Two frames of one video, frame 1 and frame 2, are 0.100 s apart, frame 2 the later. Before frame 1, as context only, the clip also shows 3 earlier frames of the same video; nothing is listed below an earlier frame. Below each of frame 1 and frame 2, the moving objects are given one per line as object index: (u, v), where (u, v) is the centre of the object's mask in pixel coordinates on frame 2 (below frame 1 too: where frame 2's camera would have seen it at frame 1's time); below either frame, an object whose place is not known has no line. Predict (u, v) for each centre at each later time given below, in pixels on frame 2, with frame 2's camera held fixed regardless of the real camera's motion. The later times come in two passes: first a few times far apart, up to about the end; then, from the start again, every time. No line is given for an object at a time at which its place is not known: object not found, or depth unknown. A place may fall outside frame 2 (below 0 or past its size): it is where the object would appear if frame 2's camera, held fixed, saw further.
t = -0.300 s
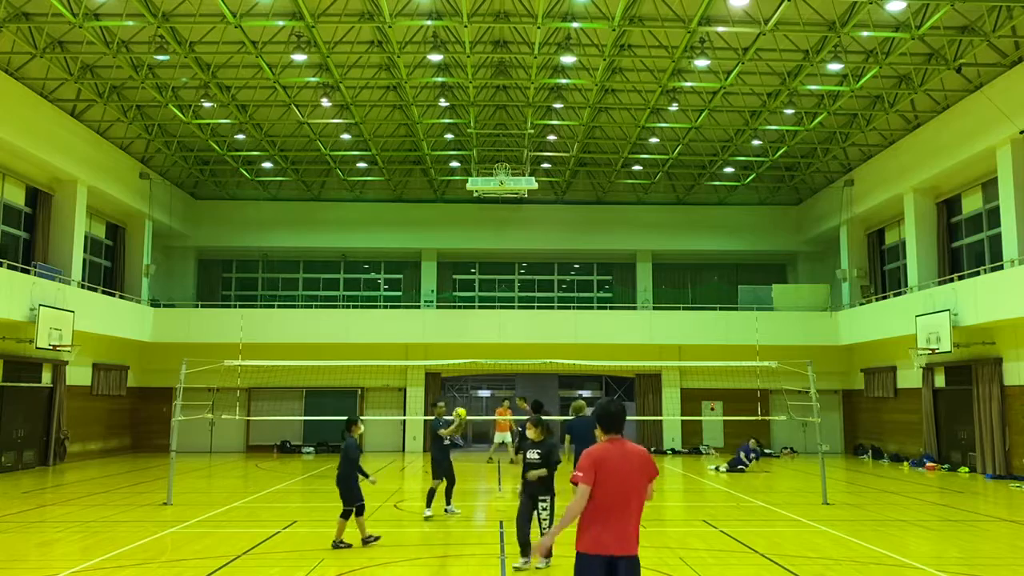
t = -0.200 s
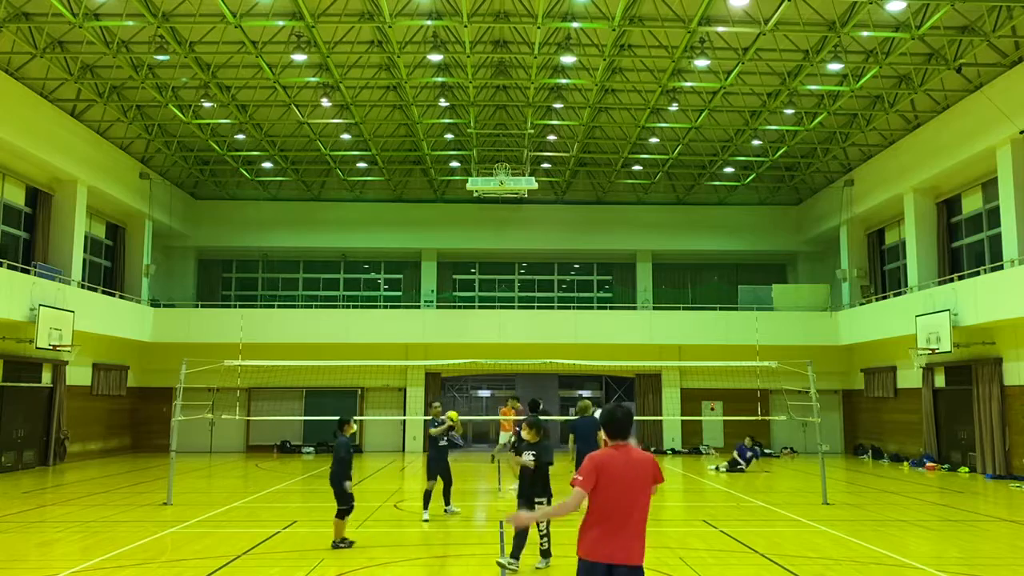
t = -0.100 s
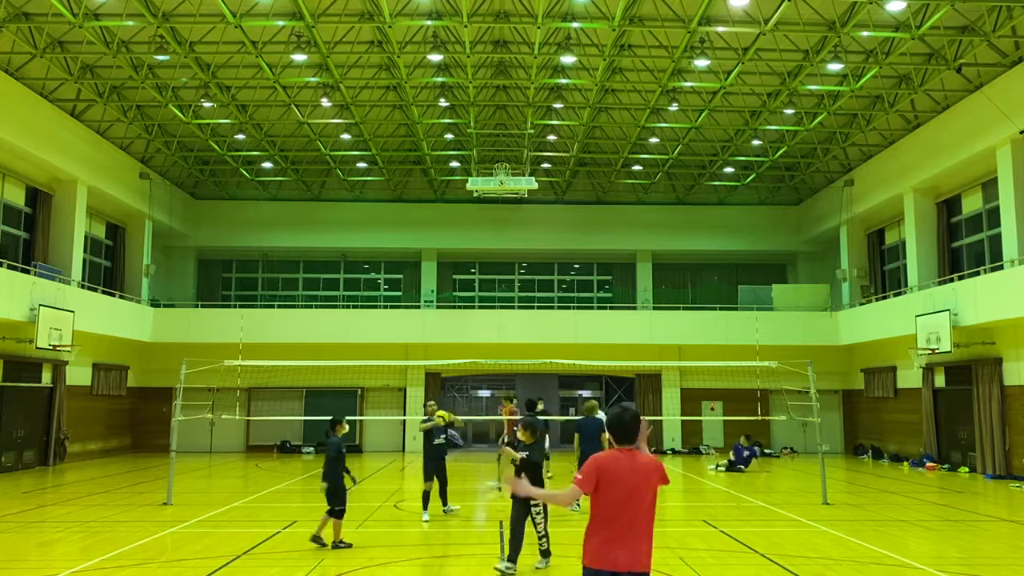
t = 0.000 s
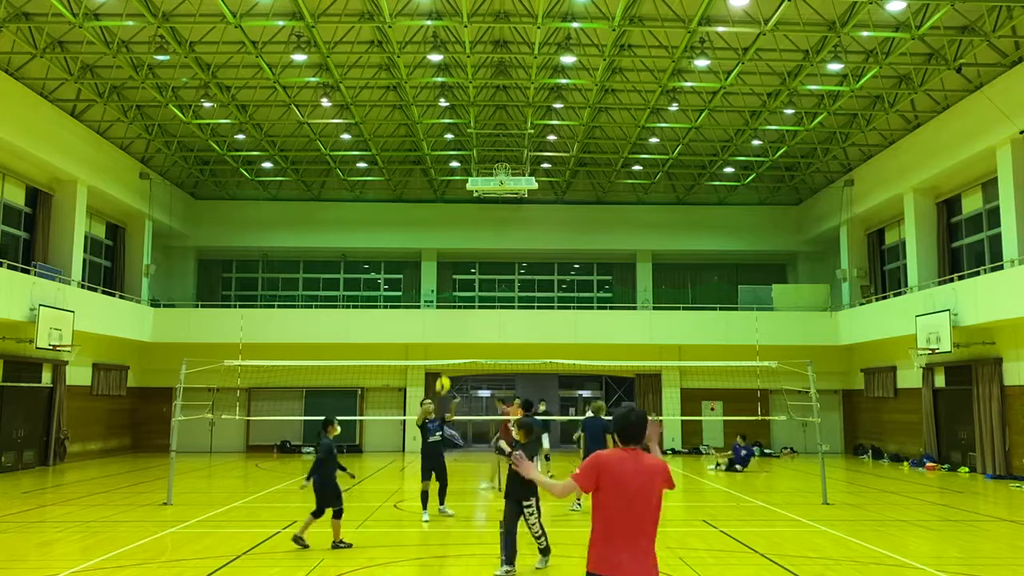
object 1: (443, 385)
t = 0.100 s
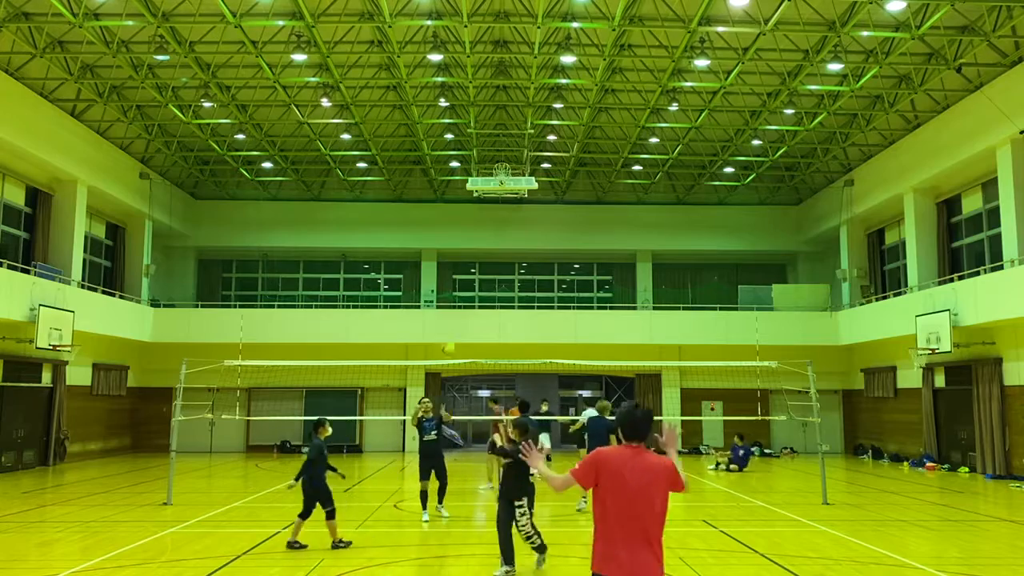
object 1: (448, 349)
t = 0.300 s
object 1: (461, 293)
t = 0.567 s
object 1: (484, 257)
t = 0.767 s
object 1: (506, 273)
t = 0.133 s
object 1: (451, 338)
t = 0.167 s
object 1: (453, 329)
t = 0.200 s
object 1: (454, 320)
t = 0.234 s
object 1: (457, 310)
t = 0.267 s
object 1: (458, 302)
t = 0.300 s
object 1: (461, 293)
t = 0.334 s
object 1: (464, 287)
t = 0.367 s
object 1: (466, 280)
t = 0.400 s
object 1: (469, 274)
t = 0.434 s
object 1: (472, 269)
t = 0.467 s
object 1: (475, 265)
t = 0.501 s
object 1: (477, 261)
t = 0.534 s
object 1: (481, 259)
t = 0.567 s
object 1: (484, 257)
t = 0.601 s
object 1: (487, 257)
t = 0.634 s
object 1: (491, 258)
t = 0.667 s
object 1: (494, 260)
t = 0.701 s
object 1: (498, 263)
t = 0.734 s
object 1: (502, 268)
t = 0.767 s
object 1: (506, 273)
